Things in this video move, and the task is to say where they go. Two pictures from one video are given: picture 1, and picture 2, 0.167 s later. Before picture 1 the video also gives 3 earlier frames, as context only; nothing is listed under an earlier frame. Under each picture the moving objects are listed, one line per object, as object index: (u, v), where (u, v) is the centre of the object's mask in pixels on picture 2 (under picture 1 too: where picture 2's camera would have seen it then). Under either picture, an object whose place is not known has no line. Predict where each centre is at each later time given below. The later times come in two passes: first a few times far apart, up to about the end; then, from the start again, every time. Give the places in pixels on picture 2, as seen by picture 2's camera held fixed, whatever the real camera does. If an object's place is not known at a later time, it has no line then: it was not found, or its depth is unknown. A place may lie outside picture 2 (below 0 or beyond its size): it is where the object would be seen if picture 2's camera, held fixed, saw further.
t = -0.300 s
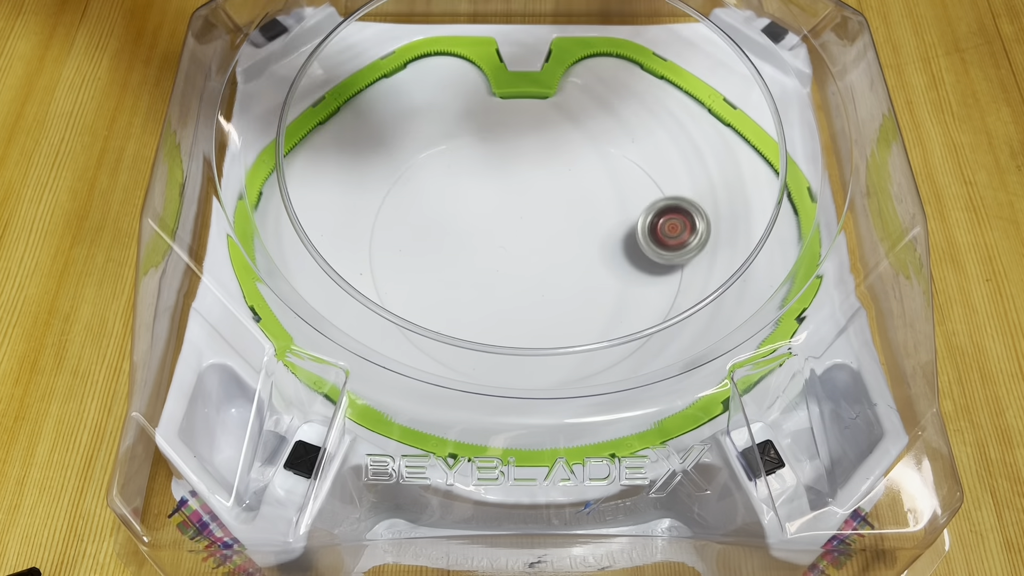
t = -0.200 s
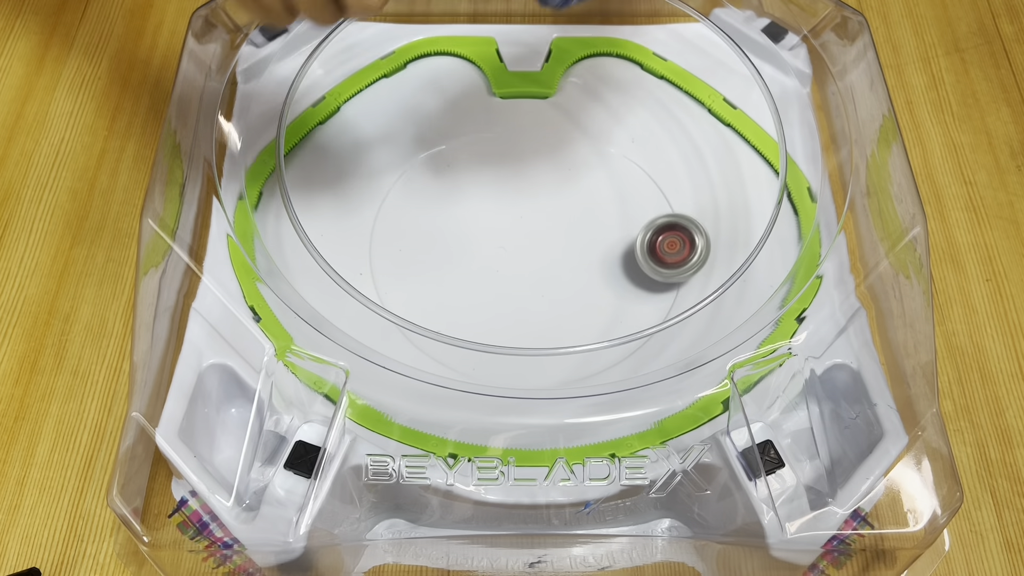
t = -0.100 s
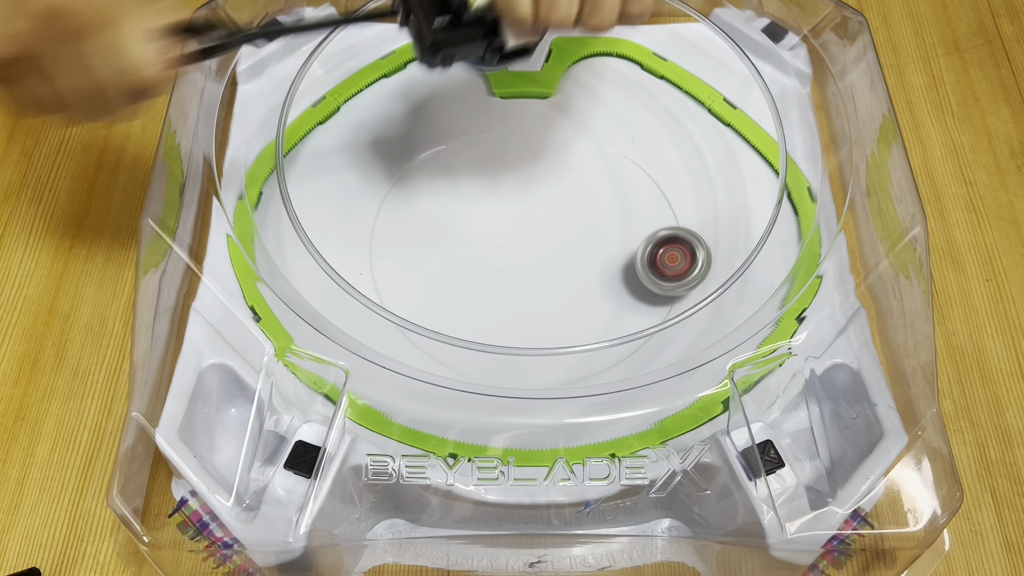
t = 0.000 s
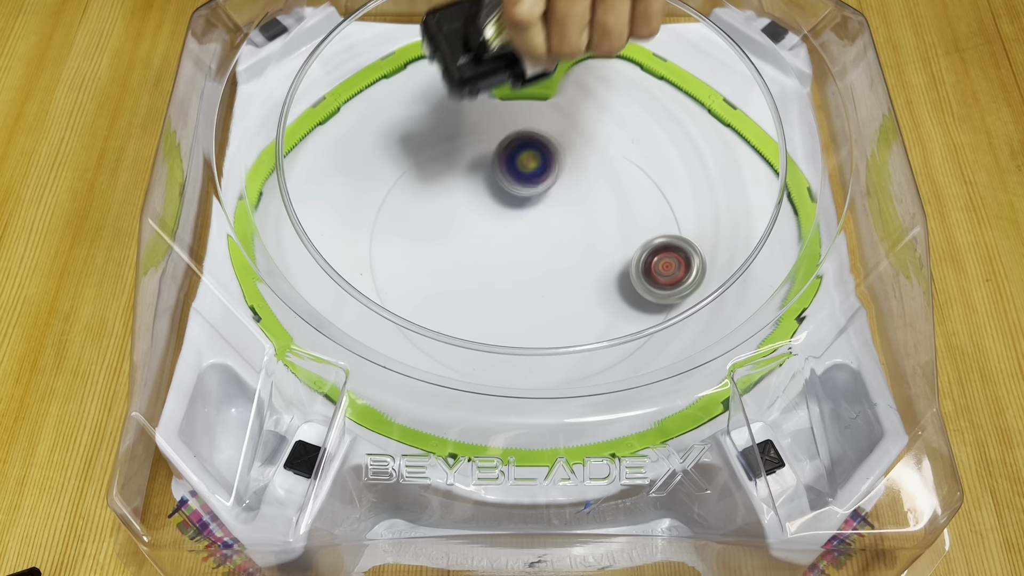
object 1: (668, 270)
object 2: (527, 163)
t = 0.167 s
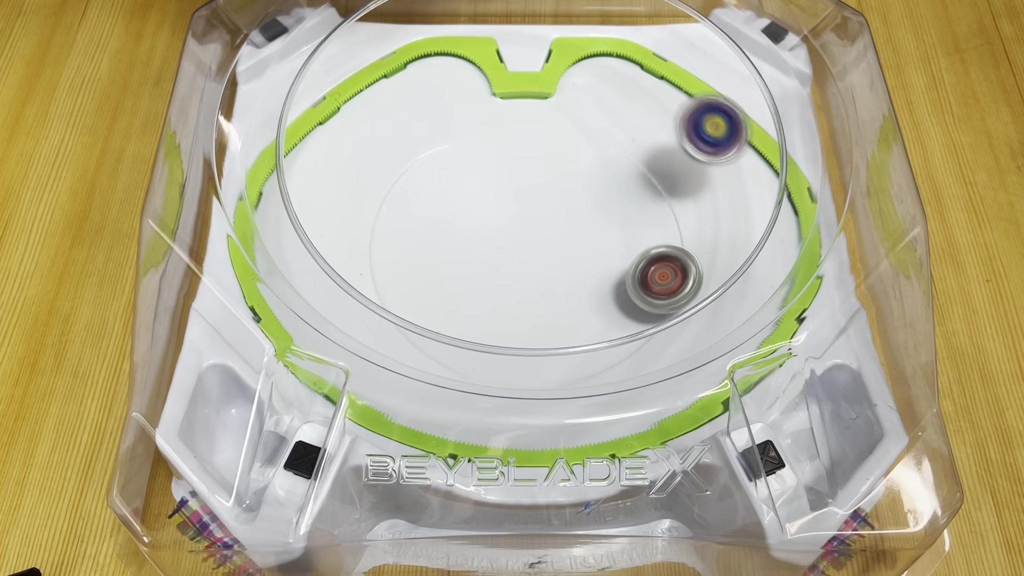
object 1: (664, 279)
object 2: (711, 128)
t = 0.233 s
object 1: (661, 283)
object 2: (772, 161)
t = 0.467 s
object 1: (646, 296)
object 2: (689, 150)
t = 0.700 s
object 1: (628, 311)
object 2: (530, 132)
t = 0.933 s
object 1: (609, 332)
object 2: (584, 210)
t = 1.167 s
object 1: (595, 338)
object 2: (682, 232)
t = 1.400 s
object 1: (571, 346)
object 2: (610, 172)
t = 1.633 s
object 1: (559, 348)
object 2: (576, 161)
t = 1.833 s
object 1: (540, 343)
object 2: (594, 258)
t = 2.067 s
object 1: (418, 351)
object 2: (708, 119)
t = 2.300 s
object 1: (348, 276)
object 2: (578, 150)
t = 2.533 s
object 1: (474, 333)
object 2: (461, 262)
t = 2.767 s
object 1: (708, 326)
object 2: (620, 303)
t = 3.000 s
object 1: (731, 144)
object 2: (607, 150)
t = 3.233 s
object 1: (644, 195)
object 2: (387, 157)
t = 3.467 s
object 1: (706, 295)
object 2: (449, 401)
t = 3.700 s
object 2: (641, 25)
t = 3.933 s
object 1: (747, 56)
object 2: (412, 235)
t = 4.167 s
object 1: (737, 55)
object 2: (408, 374)
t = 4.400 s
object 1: (583, 65)
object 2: (628, 256)
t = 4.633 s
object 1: (416, 255)
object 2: (638, 193)
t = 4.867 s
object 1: (601, 388)
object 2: (499, 313)
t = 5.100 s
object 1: (662, 70)
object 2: (530, 380)
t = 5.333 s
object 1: (470, 361)
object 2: (645, 117)
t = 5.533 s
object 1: (514, 363)
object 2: (557, 40)
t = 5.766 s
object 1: (579, 161)
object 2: (458, 149)
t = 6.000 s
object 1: (465, 124)
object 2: (354, 285)
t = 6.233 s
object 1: (472, 199)
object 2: (359, 337)
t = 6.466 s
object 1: (585, 124)
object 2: (323, 271)
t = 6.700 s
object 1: (585, 96)
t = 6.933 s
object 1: (583, 123)
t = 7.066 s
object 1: (532, 194)
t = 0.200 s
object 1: (664, 281)
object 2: (741, 156)
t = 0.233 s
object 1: (661, 283)
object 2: (772, 161)
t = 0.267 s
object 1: (659, 284)
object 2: (807, 144)
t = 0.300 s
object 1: (658, 286)
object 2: (819, 141)
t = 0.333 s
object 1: (659, 289)
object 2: (791, 146)
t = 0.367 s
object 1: (657, 291)
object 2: (762, 160)
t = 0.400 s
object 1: (653, 292)
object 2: (739, 150)
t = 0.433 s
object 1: (649, 293)
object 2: (713, 150)
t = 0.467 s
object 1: (646, 296)
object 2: (689, 150)
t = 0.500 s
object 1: (644, 298)
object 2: (668, 142)
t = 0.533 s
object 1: (642, 300)
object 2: (644, 143)
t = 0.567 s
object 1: (641, 303)
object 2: (619, 139)
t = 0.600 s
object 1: (642, 306)
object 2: (593, 139)
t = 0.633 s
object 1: (637, 308)
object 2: (568, 137)
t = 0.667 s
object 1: (632, 309)
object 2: (546, 133)
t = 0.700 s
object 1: (628, 311)
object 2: (530, 132)
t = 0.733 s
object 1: (626, 313)
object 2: (520, 135)
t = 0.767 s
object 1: (626, 321)
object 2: (517, 142)
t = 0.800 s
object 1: (622, 323)
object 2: (520, 154)
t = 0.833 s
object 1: (617, 324)
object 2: (530, 169)
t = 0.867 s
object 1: (615, 329)
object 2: (545, 184)
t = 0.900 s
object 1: (612, 331)
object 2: (563, 198)
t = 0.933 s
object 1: (609, 332)
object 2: (584, 210)
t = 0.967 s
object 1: (607, 334)
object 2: (606, 219)
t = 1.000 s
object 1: (604, 336)
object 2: (627, 229)
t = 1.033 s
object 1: (602, 336)
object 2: (646, 234)
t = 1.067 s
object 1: (600, 337)
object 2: (664, 237)
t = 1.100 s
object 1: (598, 337)
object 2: (678, 237)
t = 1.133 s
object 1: (597, 338)
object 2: (686, 234)
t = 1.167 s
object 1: (595, 338)
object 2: (682, 232)
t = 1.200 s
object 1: (592, 338)
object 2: (676, 229)
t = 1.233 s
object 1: (589, 340)
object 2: (667, 224)
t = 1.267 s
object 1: (586, 343)
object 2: (657, 215)
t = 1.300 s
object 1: (583, 343)
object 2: (643, 207)
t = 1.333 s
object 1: (578, 342)
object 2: (631, 197)
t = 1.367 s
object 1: (574, 343)
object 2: (619, 186)
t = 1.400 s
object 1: (571, 346)
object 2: (610, 172)
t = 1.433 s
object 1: (568, 348)
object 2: (605, 162)
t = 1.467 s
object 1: (564, 347)
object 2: (602, 152)
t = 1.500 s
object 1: (562, 348)
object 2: (601, 147)
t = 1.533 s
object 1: (561, 348)
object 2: (598, 147)
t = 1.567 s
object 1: (561, 348)
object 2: (594, 148)
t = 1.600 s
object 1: (561, 348)
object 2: (586, 153)
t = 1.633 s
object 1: (559, 348)
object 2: (576, 161)
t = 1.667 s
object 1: (560, 348)
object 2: (566, 174)
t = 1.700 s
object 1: (563, 348)
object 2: (560, 192)
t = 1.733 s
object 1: (561, 344)
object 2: (559, 214)
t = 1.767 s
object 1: (559, 337)
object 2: (564, 234)
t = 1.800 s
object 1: (555, 327)
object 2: (572, 256)
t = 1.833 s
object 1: (540, 343)
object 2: (594, 258)
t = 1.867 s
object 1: (515, 360)
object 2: (631, 233)
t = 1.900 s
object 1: (494, 370)
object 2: (666, 203)
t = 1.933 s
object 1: (466, 392)
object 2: (691, 168)
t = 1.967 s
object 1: (439, 407)
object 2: (710, 144)
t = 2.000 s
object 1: (429, 396)
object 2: (731, 121)
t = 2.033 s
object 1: (423, 372)
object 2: (733, 112)
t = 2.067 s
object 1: (418, 351)
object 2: (708, 119)
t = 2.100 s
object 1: (411, 334)
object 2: (683, 129)
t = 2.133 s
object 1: (402, 319)
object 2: (664, 133)
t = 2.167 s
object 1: (396, 305)
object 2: (650, 139)
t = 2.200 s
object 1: (387, 294)
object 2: (635, 148)
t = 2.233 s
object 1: (381, 281)
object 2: (619, 151)
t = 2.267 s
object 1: (365, 279)
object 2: (601, 151)
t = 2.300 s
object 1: (348, 276)
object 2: (578, 150)
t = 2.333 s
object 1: (326, 275)
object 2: (553, 153)
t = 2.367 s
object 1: (299, 275)
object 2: (526, 165)
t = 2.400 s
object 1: (274, 275)
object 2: (502, 182)
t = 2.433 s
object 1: (311, 286)
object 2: (481, 204)
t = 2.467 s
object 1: (372, 301)
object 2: (464, 231)
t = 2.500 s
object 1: (430, 307)
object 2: (454, 253)
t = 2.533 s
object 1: (474, 333)
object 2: (461, 262)
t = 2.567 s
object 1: (519, 372)
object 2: (472, 274)
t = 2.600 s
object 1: (564, 385)
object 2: (489, 281)
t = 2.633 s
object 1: (611, 408)
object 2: (509, 291)
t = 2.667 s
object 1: (642, 386)
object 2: (532, 299)
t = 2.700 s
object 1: (672, 366)
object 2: (559, 305)
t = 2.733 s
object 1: (693, 353)
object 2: (588, 307)
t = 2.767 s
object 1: (708, 326)
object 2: (620, 303)
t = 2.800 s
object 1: (735, 309)
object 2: (634, 294)
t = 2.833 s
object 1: (768, 289)
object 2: (636, 278)
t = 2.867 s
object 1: (792, 266)
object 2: (641, 256)
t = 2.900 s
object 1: (797, 237)
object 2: (642, 232)
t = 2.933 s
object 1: (783, 204)
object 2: (639, 201)
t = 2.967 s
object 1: (760, 173)
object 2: (627, 172)
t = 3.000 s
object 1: (731, 144)
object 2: (607, 150)
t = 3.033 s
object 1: (694, 117)
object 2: (581, 133)
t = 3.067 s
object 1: (651, 92)
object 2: (551, 122)
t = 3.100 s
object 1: (604, 68)
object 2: (517, 116)
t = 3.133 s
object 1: (574, 60)
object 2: (481, 117)
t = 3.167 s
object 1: (598, 92)
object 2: (445, 123)
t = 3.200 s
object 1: (622, 138)
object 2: (412, 137)
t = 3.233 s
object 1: (644, 195)
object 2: (387, 157)
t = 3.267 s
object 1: (660, 231)
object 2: (368, 185)
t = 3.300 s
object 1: (674, 277)
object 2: (353, 220)
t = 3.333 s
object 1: (683, 310)
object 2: (349, 249)
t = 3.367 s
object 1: (689, 349)
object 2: (340, 290)
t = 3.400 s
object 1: (694, 381)
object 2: (334, 336)
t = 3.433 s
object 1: (703, 349)
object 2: (359, 370)
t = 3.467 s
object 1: (706, 295)
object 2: (449, 401)
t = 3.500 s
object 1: (700, 246)
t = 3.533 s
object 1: (687, 201)
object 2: (695, 368)
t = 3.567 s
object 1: (669, 157)
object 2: (772, 278)
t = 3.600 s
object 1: (644, 119)
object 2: (774, 169)
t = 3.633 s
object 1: (620, 85)
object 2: (690, 87)
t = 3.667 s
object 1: (586, 23)
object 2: (668, 30)
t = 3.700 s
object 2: (641, 25)
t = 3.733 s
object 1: (652, 5)
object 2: (605, 40)
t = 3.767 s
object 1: (672, 16)
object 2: (565, 73)
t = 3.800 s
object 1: (692, 24)
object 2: (524, 118)
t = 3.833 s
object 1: (712, 25)
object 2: (486, 171)
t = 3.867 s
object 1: (727, 37)
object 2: (461, 190)
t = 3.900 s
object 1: (739, 51)
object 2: (438, 206)
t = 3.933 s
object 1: (747, 56)
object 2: (412, 235)
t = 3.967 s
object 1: (753, 65)
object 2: (391, 273)
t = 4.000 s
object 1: (757, 72)
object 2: (375, 304)
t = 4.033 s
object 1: (758, 76)
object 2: (373, 310)
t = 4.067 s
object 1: (756, 76)
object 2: (369, 332)
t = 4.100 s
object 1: (752, 72)
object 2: (370, 363)
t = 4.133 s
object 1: (745, 67)
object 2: (379, 390)
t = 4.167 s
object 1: (737, 55)
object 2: (408, 374)
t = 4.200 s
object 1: (726, 39)
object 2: (443, 354)
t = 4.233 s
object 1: (717, 23)
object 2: (473, 348)
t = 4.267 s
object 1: (699, 18)
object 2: (508, 323)
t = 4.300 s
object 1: (669, 24)
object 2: (538, 318)
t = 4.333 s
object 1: (642, 33)
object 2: (570, 298)
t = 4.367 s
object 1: (612, 48)
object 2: (599, 279)
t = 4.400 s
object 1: (583, 65)
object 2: (628, 256)
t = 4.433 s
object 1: (555, 86)
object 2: (652, 238)
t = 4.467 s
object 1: (522, 108)
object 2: (671, 222)
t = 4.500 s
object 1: (489, 131)
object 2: (675, 207)
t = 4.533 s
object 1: (459, 158)
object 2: (674, 197)
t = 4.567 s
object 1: (436, 187)
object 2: (669, 191)
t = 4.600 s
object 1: (422, 221)
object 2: (655, 190)
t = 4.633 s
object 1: (416, 255)
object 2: (638, 193)
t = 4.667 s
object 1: (418, 288)
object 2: (619, 200)
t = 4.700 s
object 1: (429, 320)
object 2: (598, 211)
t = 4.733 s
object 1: (453, 346)
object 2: (576, 226)
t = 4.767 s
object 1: (486, 361)
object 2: (554, 245)
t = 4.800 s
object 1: (517, 392)
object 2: (533, 266)
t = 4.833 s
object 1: (548, 418)
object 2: (514, 289)
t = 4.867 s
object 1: (601, 388)
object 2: (499, 313)
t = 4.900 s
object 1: (652, 344)
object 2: (486, 339)
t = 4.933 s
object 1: (700, 294)
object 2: (485, 354)
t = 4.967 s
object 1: (739, 254)
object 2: (482, 371)
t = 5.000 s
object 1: (774, 211)
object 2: (481, 389)
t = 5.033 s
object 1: (780, 169)
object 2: (484, 403)
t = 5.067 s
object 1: (718, 117)
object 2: (493, 414)
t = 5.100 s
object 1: (662, 70)
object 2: (530, 380)
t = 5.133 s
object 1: (607, 35)
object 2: (569, 338)
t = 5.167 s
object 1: (562, 77)
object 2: (603, 302)
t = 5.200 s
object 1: (543, 138)
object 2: (628, 260)
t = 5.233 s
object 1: (524, 210)
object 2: (648, 221)
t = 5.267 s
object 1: (505, 262)
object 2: (662, 183)
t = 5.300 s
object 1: (485, 318)
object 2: (656, 146)
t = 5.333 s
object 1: (470, 361)
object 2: (645, 117)
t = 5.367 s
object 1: (454, 411)
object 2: (632, 101)
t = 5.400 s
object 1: (454, 422)
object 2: (616, 80)
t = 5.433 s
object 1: (470, 395)
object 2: (599, 64)
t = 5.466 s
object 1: (487, 383)
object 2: (580, 53)
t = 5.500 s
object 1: (499, 377)
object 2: (563, 44)
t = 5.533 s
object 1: (514, 363)
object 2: (557, 40)
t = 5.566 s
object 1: (531, 320)
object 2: (550, 45)
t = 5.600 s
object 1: (548, 290)
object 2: (541, 62)
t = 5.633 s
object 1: (563, 268)
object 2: (532, 81)
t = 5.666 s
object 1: (574, 246)
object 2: (515, 87)
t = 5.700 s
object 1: (583, 219)
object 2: (496, 105)
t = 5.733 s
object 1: (585, 189)
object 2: (479, 130)
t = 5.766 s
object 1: (579, 161)
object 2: (458, 149)
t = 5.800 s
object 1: (568, 132)
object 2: (435, 164)
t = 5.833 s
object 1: (555, 106)
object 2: (413, 189)
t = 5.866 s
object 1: (540, 82)
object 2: (395, 201)
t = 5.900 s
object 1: (521, 84)
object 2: (377, 220)
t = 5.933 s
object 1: (500, 100)
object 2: (368, 239)
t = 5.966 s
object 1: (482, 109)
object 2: (362, 258)
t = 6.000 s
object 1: (465, 124)
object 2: (354, 285)
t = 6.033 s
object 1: (451, 131)
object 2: (345, 298)
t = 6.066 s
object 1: (440, 141)
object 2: (330, 323)
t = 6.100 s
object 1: (436, 150)
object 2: (323, 330)
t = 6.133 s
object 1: (436, 161)
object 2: (316, 333)
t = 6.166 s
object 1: (442, 173)
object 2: (333, 339)
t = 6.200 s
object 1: (454, 188)
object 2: (351, 335)
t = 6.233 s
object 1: (472, 199)
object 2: (359, 337)
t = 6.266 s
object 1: (495, 204)
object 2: (354, 339)
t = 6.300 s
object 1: (521, 204)
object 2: (353, 329)
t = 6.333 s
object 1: (545, 196)
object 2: (355, 311)
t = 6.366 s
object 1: (565, 183)
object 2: (347, 301)
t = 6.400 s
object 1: (579, 166)
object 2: (340, 291)
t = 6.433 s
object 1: (585, 144)
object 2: (331, 282)
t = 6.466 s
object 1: (585, 124)
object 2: (323, 271)
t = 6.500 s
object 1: (581, 107)
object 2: (314, 259)
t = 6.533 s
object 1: (581, 96)
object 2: (305, 243)
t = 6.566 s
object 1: (582, 92)
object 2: (294, 232)
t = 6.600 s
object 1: (583, 91)
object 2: (284, 217)
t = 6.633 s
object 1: (584, 91)
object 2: (271, 207)
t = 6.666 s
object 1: (585, 93)
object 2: (262, 192)
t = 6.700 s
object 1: (585, 96)
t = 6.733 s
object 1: (586, 99)
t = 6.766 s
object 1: (586, 103)
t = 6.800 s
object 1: (587, 108)
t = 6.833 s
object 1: (588, 112)
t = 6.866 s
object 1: (590, 116)
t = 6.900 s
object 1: (590, 119)
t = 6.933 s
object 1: (583, 123)
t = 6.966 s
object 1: (569, 132)
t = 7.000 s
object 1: (552, 148)
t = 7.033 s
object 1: (539, 170)
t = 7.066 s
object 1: (532, 194)
